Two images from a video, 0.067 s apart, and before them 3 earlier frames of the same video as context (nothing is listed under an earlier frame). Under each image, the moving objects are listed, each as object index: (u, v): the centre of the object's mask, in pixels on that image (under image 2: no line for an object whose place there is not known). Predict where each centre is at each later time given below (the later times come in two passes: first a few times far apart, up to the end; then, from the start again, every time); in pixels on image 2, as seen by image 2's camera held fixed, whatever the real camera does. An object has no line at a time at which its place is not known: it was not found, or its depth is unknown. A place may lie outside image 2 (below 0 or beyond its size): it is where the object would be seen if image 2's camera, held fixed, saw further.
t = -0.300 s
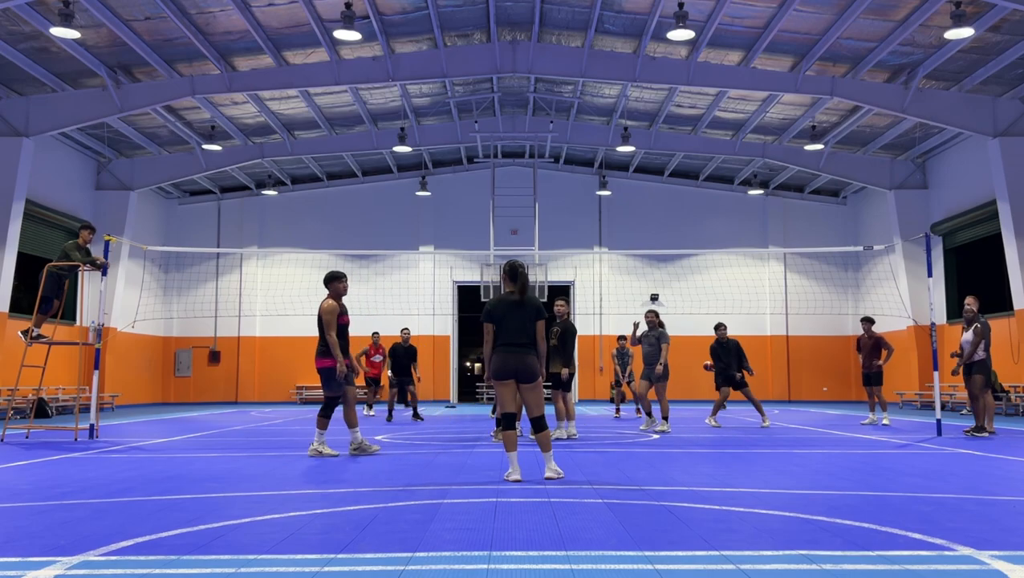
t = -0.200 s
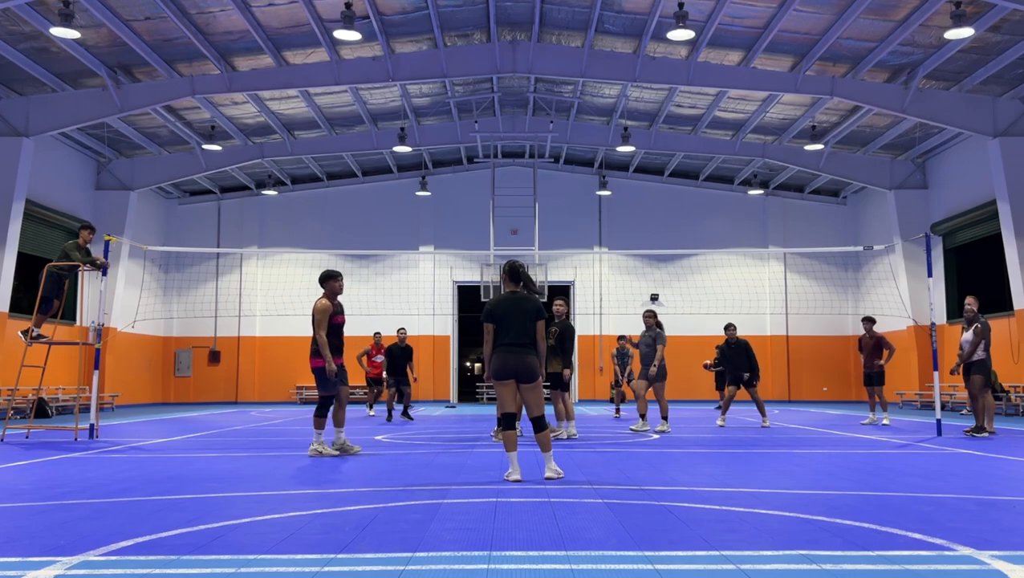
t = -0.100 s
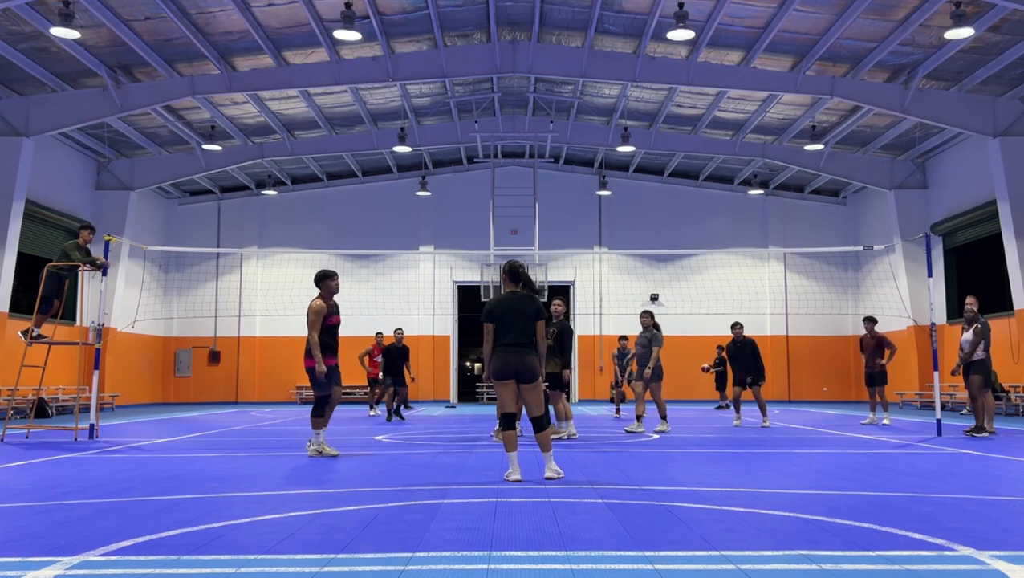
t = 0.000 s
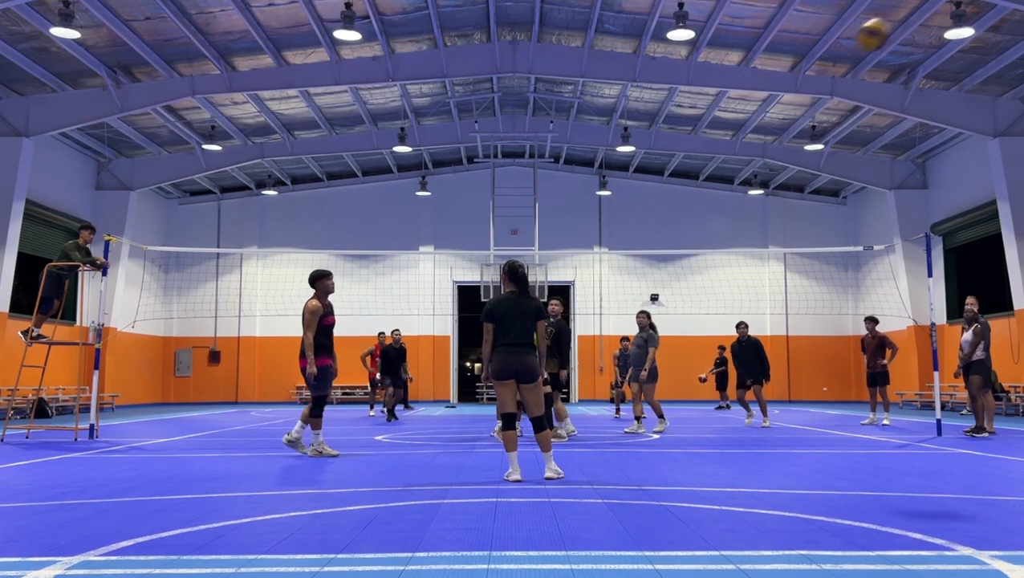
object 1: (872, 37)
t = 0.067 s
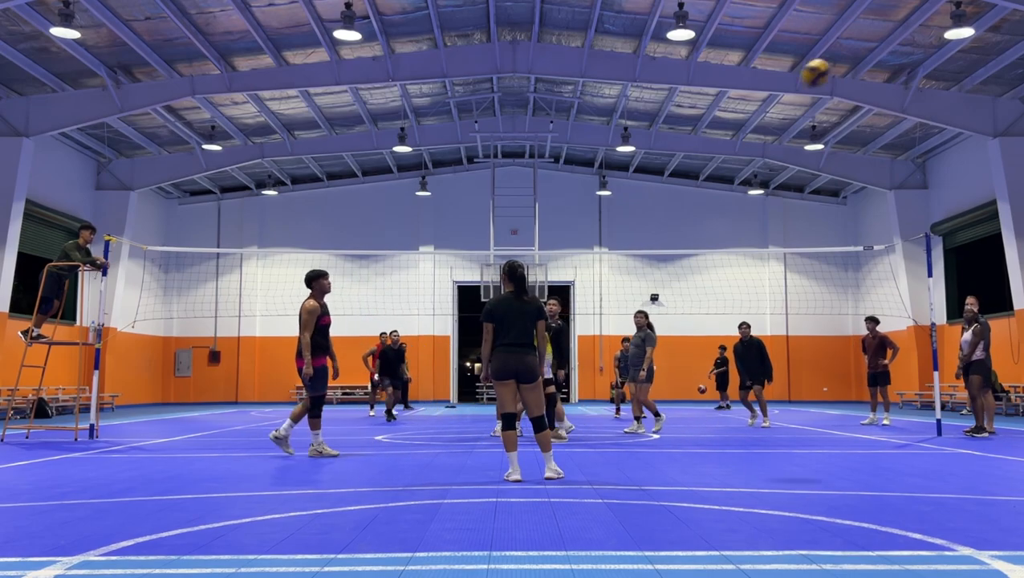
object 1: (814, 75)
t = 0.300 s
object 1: (701, 173)
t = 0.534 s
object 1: (647, 255)
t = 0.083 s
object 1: (802, 83)
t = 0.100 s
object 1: (791, 91)
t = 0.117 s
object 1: (781, 99)
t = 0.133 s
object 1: (772, 108)
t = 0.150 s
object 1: (763, 114)
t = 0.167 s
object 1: (754, 121)
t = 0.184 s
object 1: (746, 128)
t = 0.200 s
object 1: (738, 135)
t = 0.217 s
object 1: (731, 141)
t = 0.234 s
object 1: (724, 147)
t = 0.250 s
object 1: (718, 153)
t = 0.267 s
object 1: (712, 159)
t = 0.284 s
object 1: (706, 166)
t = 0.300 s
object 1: (701, 173)
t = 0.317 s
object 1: (696, 179)
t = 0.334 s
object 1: (692, 183)
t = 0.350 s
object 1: (688, 190)
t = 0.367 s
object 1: (683, 196)
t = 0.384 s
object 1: (679, 202)
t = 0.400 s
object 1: (674, 208)
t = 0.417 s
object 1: (670, 214)
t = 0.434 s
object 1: (666, 220)
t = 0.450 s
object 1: (663, 226)
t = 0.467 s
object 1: (659, 231)
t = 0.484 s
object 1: (656, 237)
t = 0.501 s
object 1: (652, 242)
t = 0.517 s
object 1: (649, 246)
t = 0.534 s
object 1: (647, 255)
